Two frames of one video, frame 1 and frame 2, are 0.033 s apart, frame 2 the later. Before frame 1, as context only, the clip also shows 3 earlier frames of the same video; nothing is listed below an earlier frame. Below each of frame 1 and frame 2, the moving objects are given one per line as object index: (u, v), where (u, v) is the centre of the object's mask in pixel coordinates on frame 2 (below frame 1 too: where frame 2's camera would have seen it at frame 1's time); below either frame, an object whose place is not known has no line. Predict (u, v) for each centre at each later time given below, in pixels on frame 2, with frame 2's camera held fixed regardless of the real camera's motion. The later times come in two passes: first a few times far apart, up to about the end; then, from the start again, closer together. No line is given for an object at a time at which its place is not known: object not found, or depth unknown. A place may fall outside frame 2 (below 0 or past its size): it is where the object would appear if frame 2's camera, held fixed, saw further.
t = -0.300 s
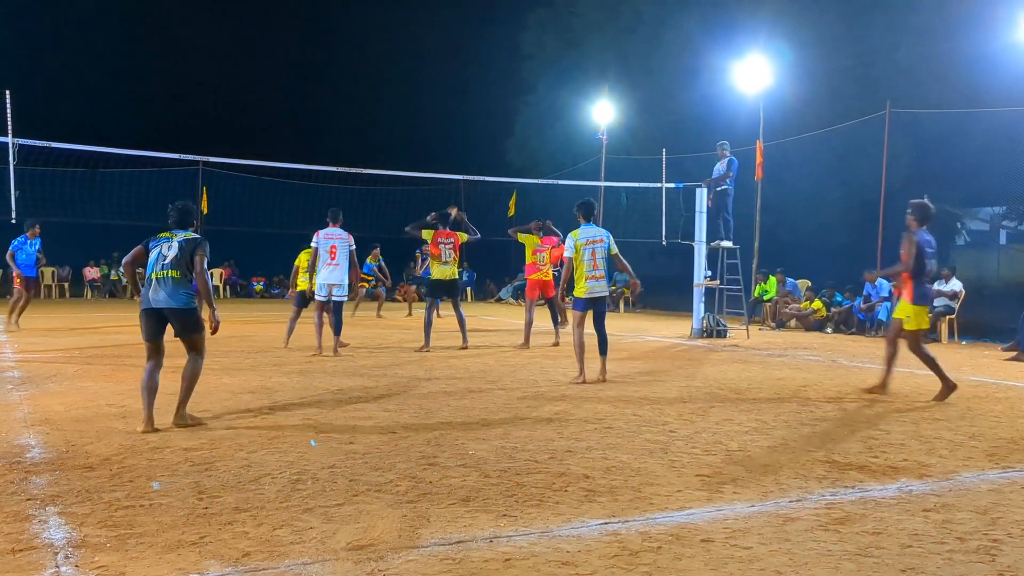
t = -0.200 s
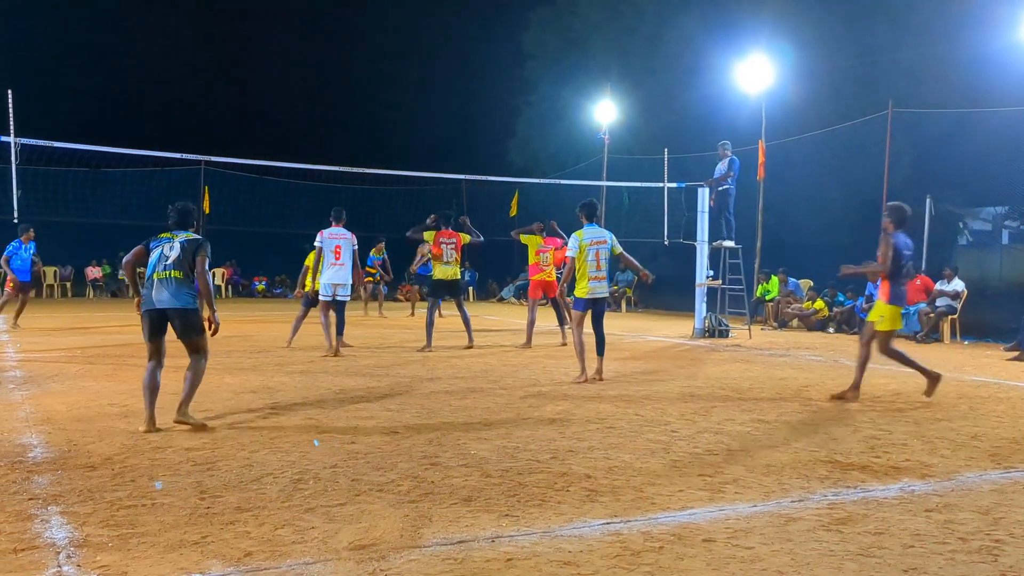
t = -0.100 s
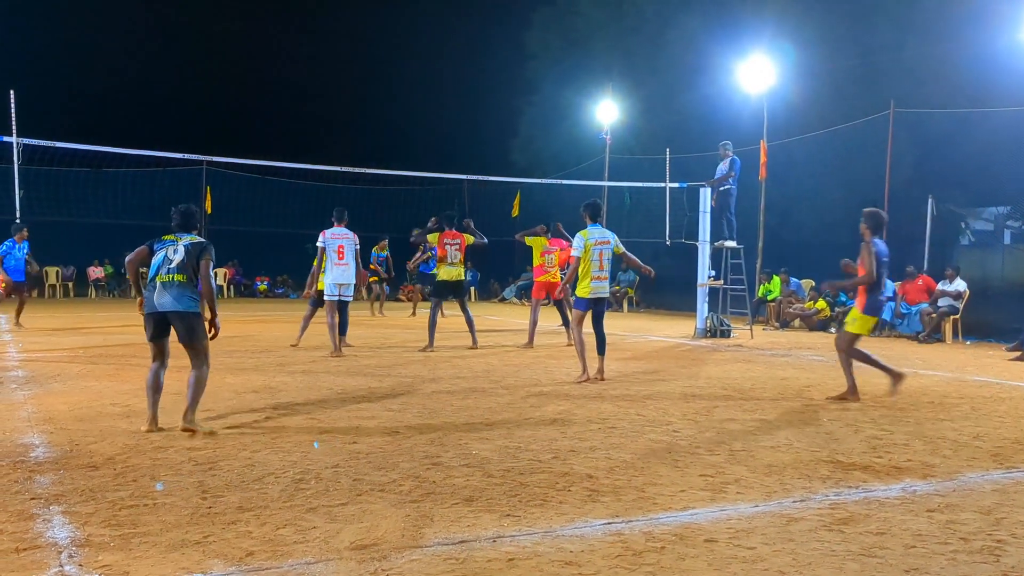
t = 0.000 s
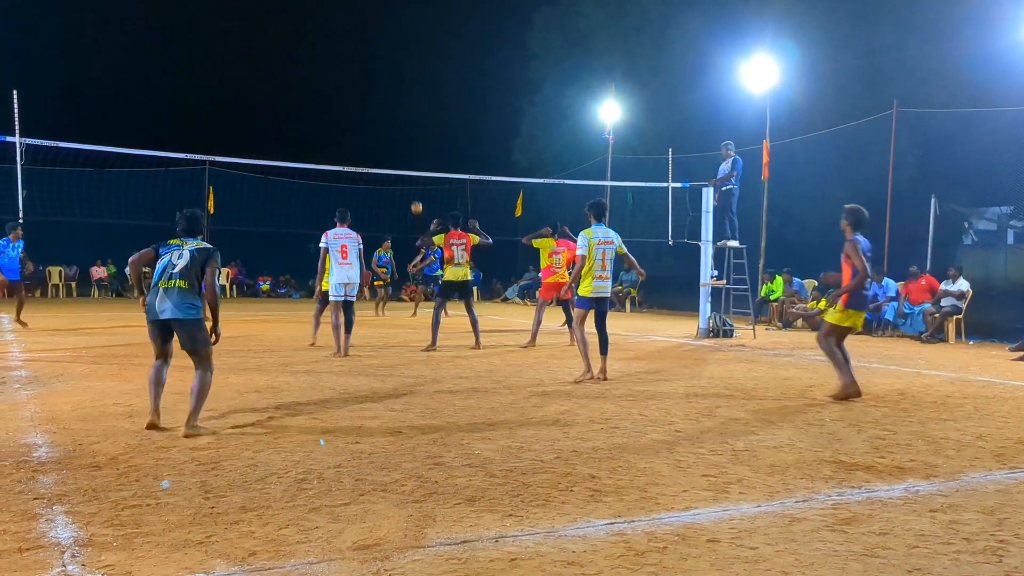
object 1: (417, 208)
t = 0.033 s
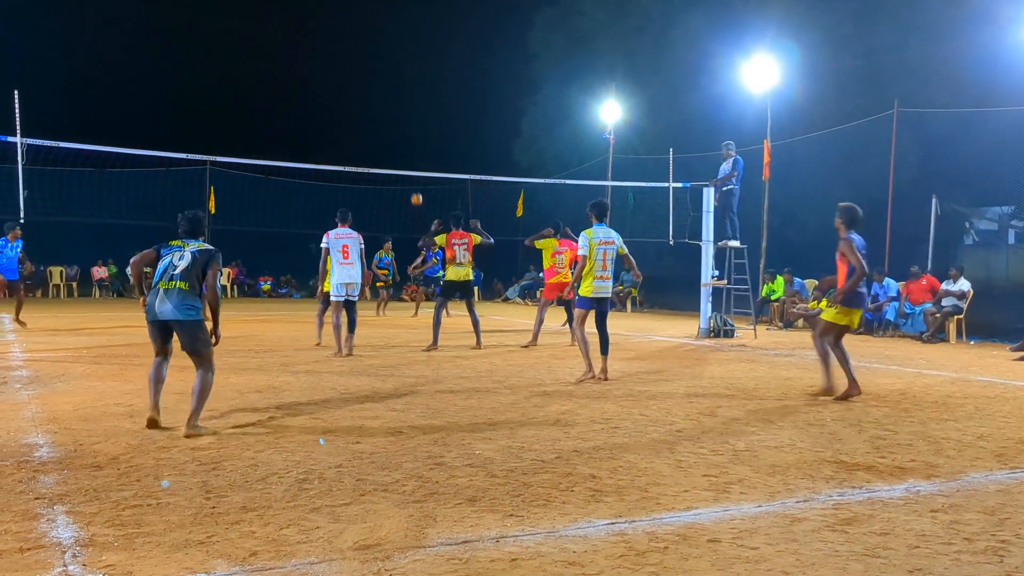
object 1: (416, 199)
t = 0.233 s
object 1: (411, 159)
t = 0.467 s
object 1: (405, 136)
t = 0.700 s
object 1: (397, 142)
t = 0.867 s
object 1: (391, 162)
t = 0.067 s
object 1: (416, 191)
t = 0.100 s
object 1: (415, 184)
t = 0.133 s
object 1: (414, 179)
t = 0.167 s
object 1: (413, 168)
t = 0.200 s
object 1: (412, 164)
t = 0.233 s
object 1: (411, 159)
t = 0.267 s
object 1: (410, 154)
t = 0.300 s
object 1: (409, 150)
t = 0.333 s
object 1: (409, 146)
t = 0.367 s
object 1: (408, 143)
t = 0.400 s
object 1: (407, 140)
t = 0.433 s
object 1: (406, 138)
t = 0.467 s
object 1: (405, 136)
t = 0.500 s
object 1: (404, 135)
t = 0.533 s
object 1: (403, 134)
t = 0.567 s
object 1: (401, 134)
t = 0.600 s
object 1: (401, 135)
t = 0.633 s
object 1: (399, 137)
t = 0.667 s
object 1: (398, 139)
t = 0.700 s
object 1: (397, 142)
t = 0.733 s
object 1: (395, 146)
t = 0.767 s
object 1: (394, 151)
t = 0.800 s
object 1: (392, 156)
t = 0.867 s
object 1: (391, 162)
